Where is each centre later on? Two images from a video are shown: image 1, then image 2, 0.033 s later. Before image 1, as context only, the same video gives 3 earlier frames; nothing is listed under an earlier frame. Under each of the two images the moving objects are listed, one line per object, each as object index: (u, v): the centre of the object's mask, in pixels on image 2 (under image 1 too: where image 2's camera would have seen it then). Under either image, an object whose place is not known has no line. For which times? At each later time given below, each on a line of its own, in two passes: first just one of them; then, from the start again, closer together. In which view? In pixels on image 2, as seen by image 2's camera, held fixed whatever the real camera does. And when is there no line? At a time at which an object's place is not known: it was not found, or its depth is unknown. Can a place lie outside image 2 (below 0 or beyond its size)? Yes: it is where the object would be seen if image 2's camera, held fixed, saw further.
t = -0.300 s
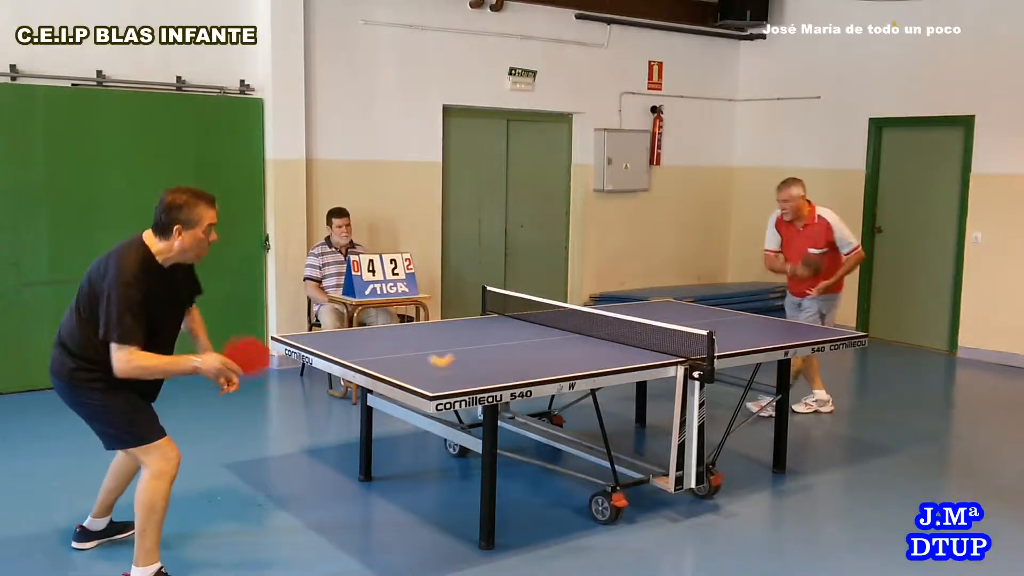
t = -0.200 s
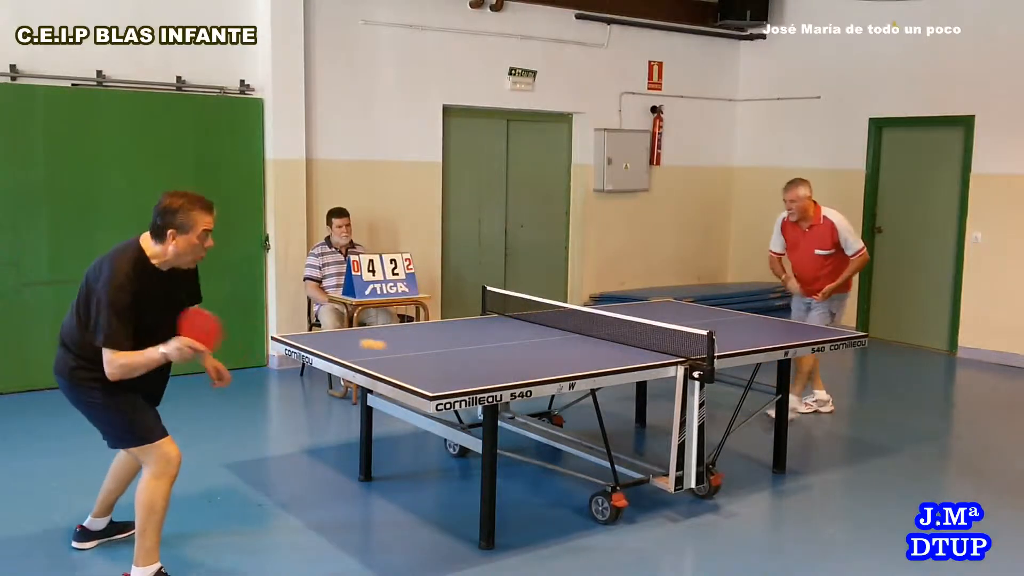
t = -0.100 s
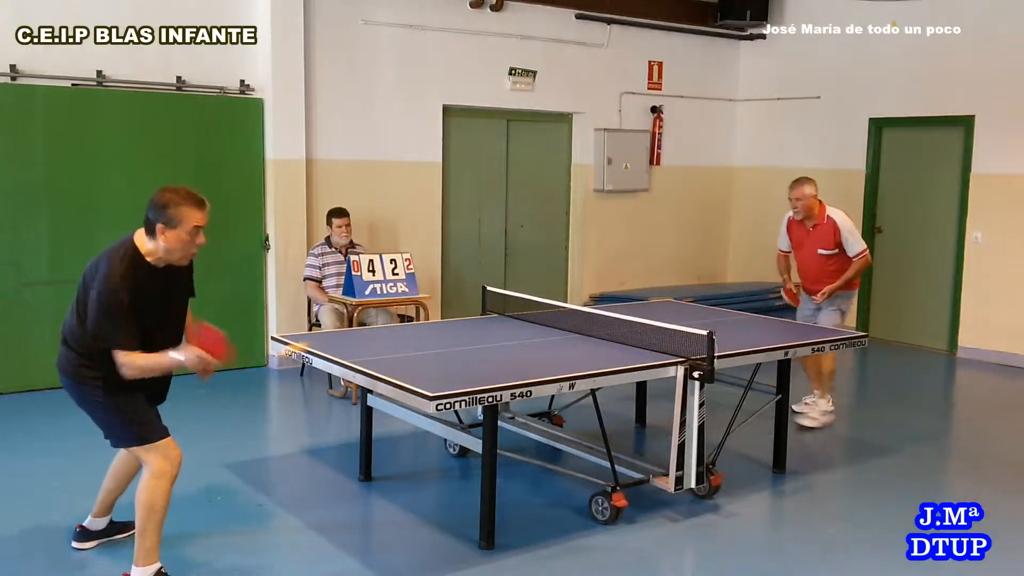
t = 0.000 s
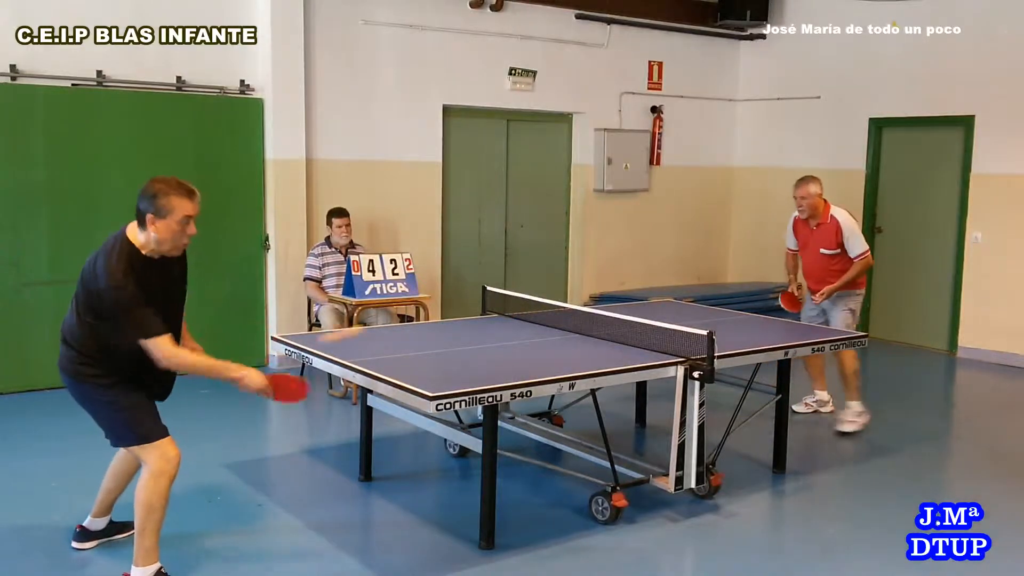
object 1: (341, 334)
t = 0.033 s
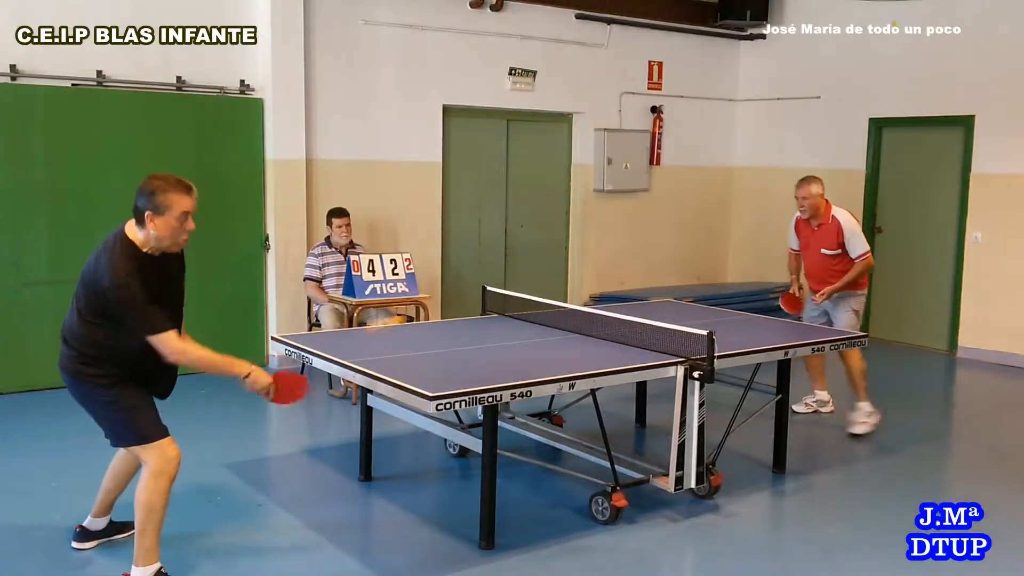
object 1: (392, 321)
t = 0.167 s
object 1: (527, 306)
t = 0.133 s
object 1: (497, 307)
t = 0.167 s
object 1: (527, 306)
